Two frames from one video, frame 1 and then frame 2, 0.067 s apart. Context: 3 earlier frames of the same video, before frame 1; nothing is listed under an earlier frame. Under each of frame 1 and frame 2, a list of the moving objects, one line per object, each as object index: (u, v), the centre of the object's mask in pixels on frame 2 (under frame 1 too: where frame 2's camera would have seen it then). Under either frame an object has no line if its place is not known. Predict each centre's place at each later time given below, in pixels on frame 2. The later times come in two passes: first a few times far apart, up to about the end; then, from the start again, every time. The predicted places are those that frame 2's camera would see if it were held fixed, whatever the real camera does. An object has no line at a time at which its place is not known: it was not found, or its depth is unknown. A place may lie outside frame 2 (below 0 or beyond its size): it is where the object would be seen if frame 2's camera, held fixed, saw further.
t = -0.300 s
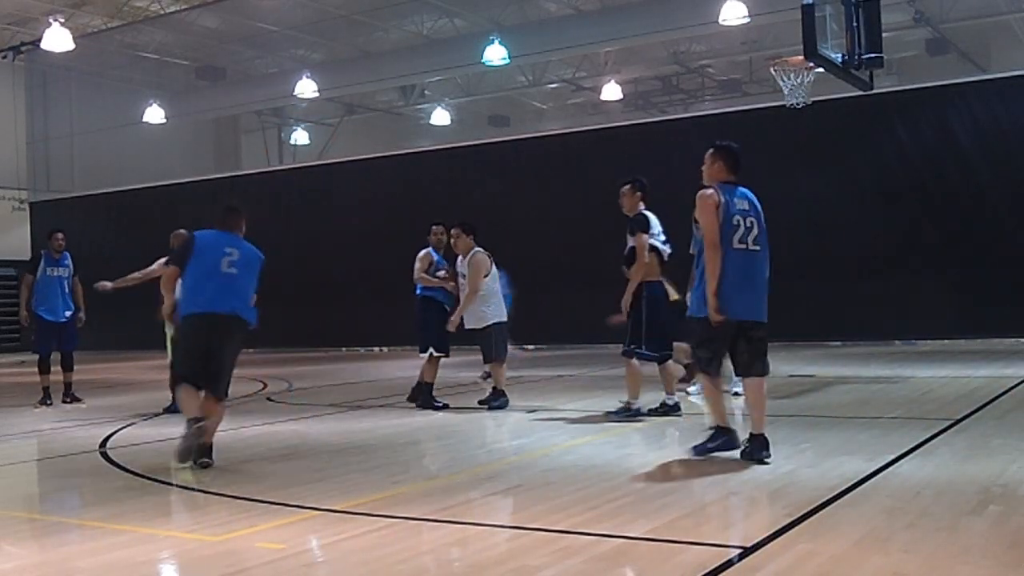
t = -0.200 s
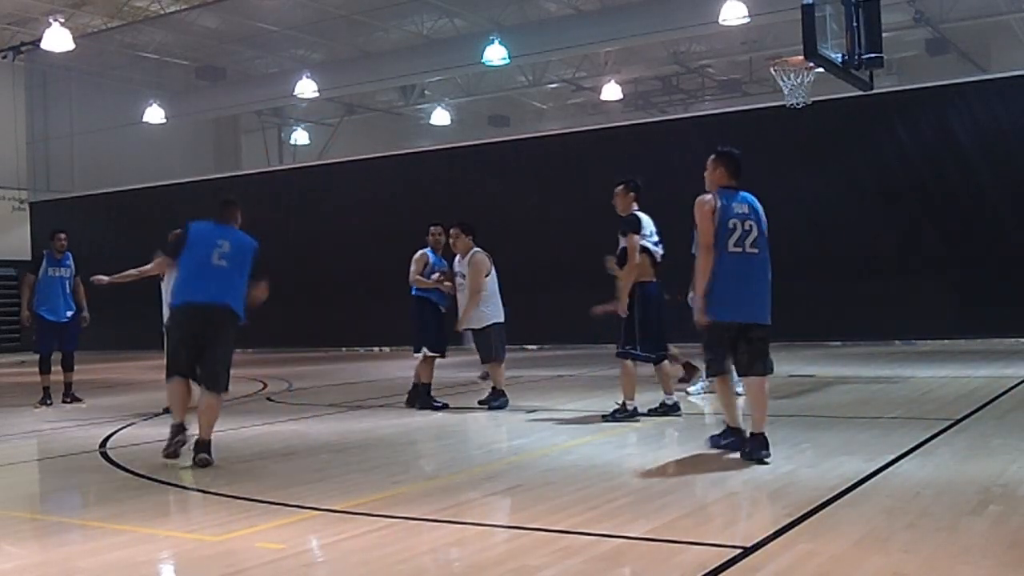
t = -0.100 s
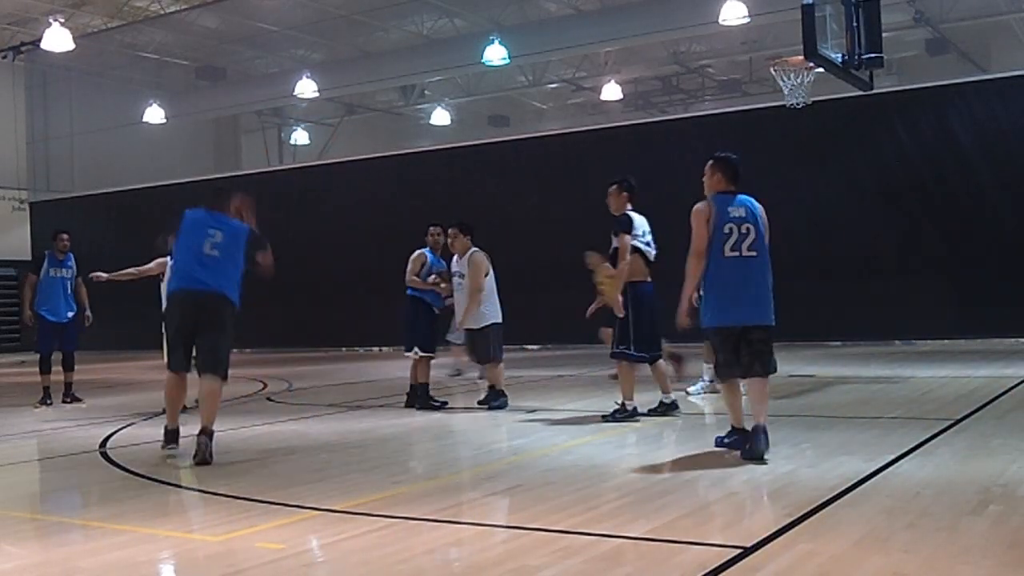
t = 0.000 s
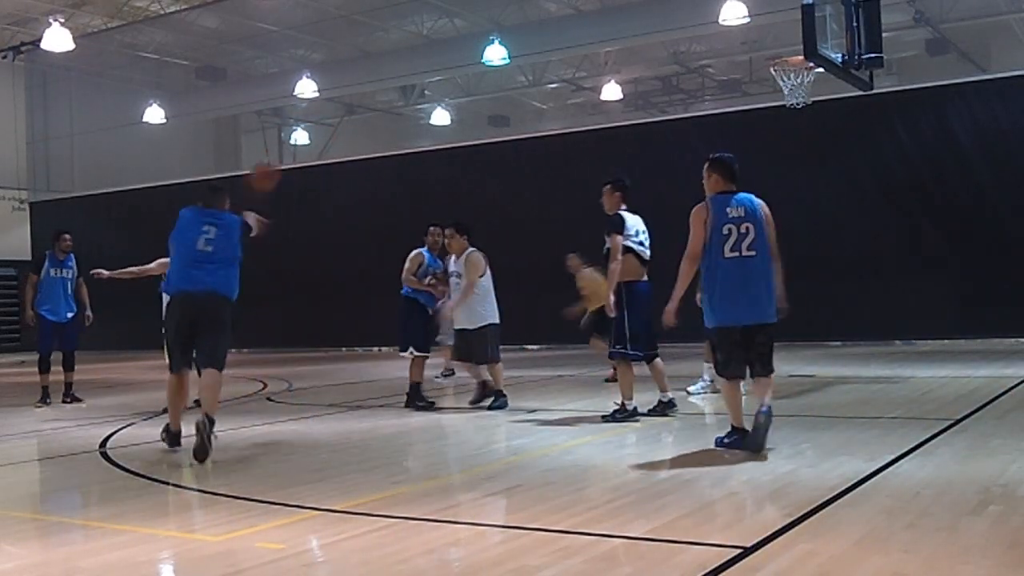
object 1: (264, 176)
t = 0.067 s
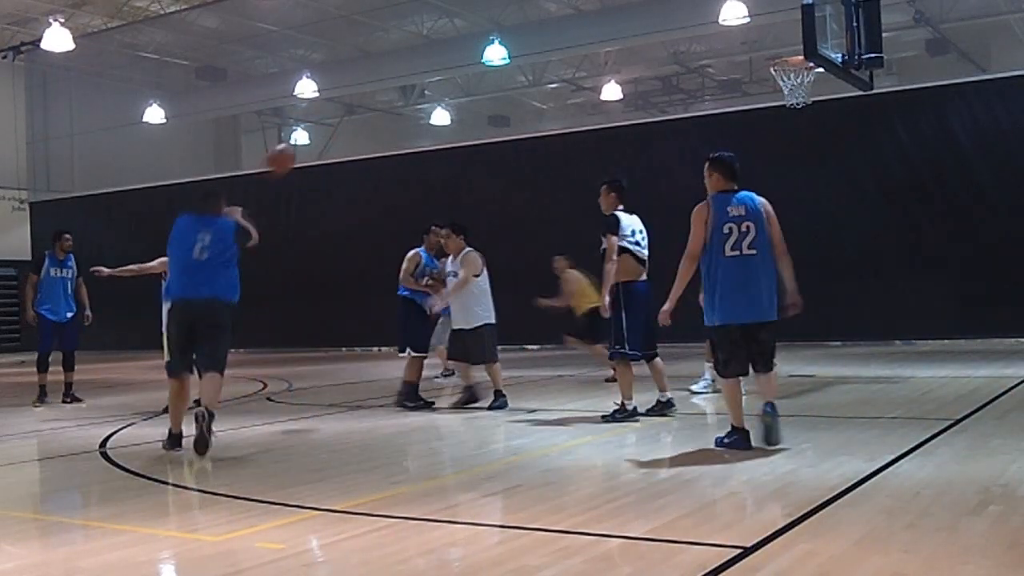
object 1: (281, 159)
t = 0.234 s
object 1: (316, 144)
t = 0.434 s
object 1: (347, 159)
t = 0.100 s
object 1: (288, 153)
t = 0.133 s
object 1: (294, 151)
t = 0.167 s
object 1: (303, 147)
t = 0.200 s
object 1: (310, 145)
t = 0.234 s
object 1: (316, 144)
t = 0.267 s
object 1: (321, 145)
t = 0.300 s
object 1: (326, 146)
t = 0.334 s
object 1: (332, 148)
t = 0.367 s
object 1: (337, 150)
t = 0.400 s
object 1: (342, 155)
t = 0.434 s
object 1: (347, 159)
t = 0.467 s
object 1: (351, 164)
